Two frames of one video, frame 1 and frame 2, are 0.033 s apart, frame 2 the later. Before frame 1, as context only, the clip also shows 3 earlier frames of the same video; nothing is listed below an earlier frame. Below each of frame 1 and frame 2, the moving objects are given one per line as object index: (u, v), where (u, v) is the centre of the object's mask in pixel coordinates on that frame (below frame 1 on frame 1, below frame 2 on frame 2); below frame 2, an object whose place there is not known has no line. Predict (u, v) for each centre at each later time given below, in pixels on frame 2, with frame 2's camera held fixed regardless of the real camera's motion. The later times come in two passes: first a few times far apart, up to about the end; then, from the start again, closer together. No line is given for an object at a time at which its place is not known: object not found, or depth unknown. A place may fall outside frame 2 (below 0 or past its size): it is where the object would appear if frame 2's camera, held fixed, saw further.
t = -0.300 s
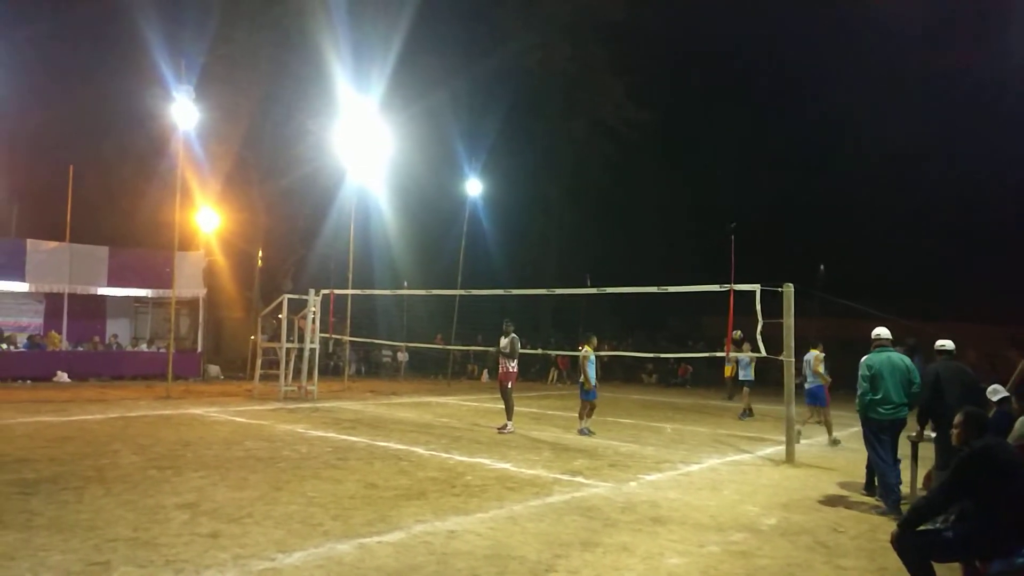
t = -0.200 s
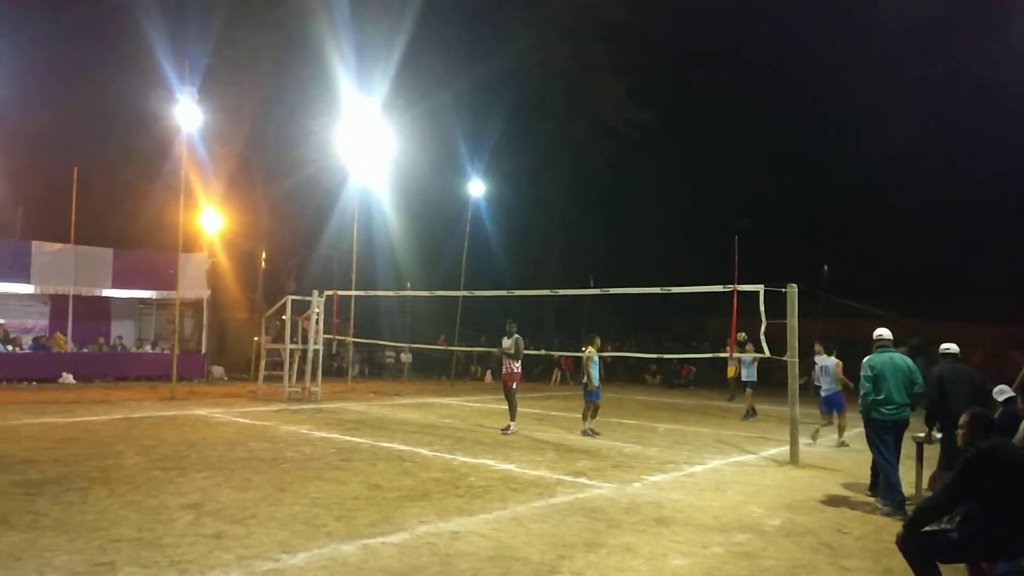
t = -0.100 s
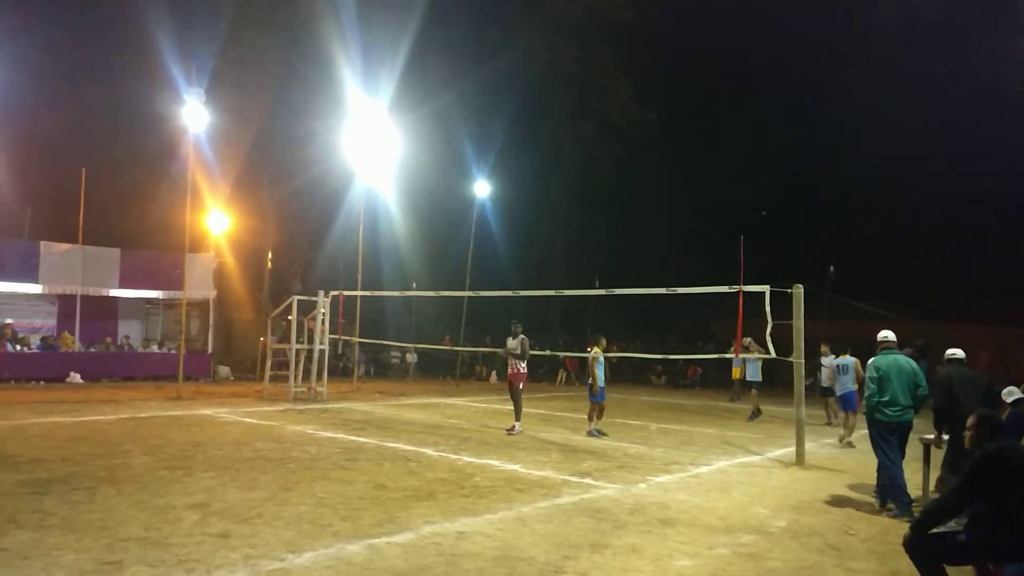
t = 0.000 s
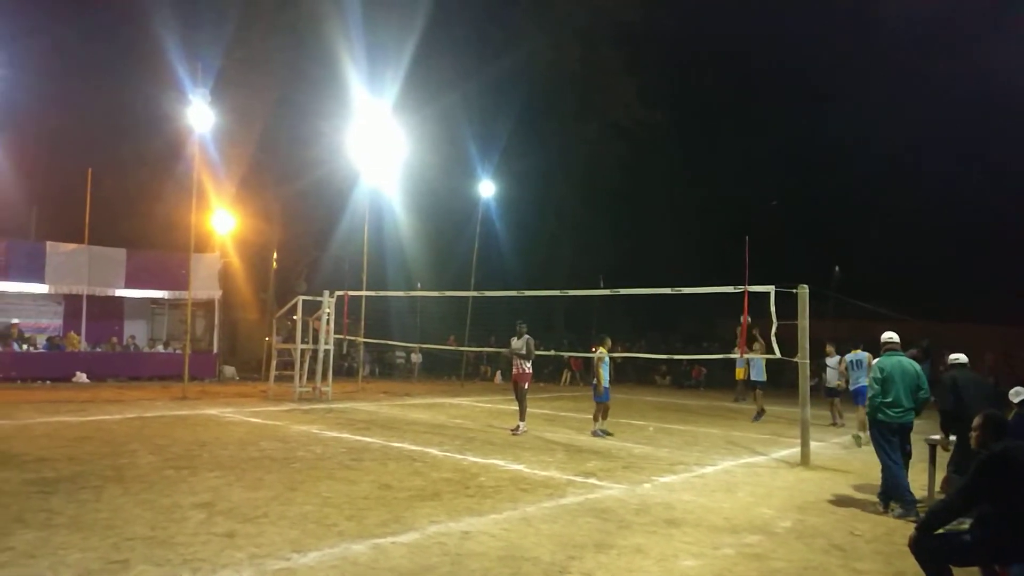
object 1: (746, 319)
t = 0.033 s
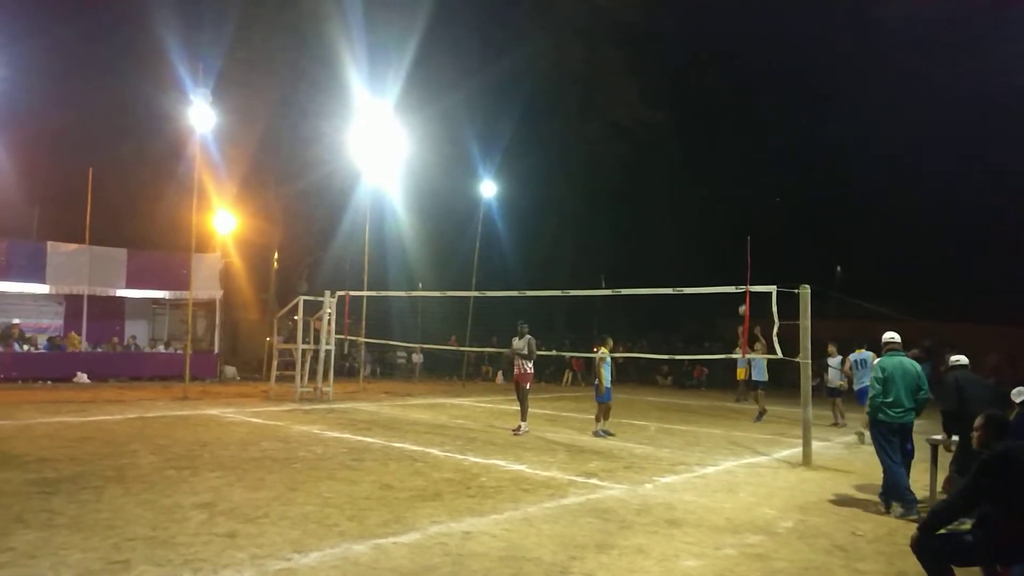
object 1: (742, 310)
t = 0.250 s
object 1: (721, 261)
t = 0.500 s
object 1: (695, 230)
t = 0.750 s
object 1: (665, 229)
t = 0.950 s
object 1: (639, 252)
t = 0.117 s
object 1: (735, 285)
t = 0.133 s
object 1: (733, 283)
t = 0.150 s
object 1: (732, 281)
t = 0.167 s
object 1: (730, 278)
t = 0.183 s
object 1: (729, 274)
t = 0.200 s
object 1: (727, 271)
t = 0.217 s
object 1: (725, 267)
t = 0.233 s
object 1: (723, 264)
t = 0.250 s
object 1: (721, 261)
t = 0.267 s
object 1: (720, 258)
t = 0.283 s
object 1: (718, 255)
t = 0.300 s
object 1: (716, 252)
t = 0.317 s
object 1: (715, 250)
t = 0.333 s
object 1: (713, 248)
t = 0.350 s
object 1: (711, 245)
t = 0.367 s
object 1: (709, 243)
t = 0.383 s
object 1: (708, 241)
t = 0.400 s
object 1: (706, 239)
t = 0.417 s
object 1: (704, 237)
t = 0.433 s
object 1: (702, 236)
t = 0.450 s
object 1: (700, 234)
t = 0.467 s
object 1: (699, 233)
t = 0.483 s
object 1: (697, 231)
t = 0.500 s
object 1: (695, 230)
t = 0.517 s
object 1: (693, 229)
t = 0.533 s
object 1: (691, 228)
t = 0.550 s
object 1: (689, 228)
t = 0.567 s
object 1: (687, 227)
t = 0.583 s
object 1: (685, 227)
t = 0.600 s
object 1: (683, 227)
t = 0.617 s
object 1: (681, 226)
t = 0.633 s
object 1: (679, 226)
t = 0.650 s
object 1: (677, 226)
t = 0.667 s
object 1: (675, 226)
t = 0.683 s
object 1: (673, 227)
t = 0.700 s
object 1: (671, 227)
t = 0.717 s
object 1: (669, 228)
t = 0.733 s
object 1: (667, 229)
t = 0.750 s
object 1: (665, 229)
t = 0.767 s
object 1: (663, 231)
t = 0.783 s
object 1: (661, 232)
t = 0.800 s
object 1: (659, 233)
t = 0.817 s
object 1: (657, 235)
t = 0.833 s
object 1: (655, 236)
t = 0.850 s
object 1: (652, 238)
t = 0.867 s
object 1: (650, 240)
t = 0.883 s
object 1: (648, 242)
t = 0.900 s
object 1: (646, 245)
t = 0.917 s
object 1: (644, 247)
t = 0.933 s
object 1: (642, 250)
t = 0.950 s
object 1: (639, 252)
